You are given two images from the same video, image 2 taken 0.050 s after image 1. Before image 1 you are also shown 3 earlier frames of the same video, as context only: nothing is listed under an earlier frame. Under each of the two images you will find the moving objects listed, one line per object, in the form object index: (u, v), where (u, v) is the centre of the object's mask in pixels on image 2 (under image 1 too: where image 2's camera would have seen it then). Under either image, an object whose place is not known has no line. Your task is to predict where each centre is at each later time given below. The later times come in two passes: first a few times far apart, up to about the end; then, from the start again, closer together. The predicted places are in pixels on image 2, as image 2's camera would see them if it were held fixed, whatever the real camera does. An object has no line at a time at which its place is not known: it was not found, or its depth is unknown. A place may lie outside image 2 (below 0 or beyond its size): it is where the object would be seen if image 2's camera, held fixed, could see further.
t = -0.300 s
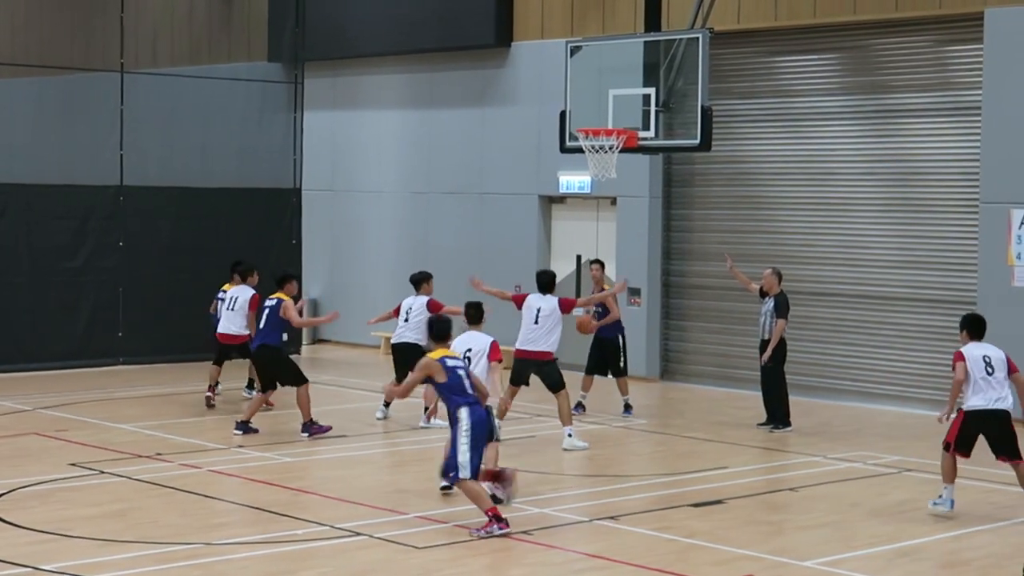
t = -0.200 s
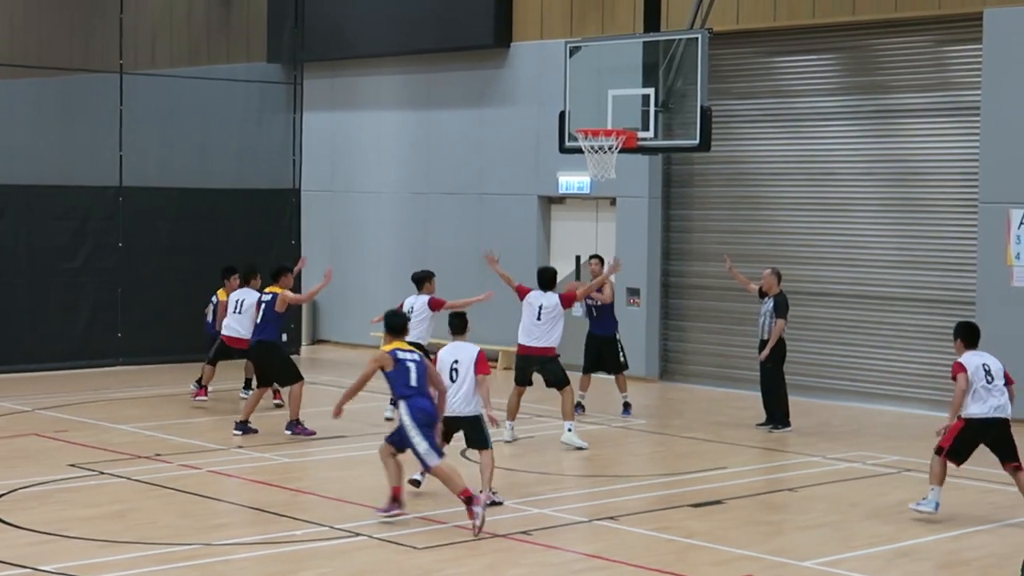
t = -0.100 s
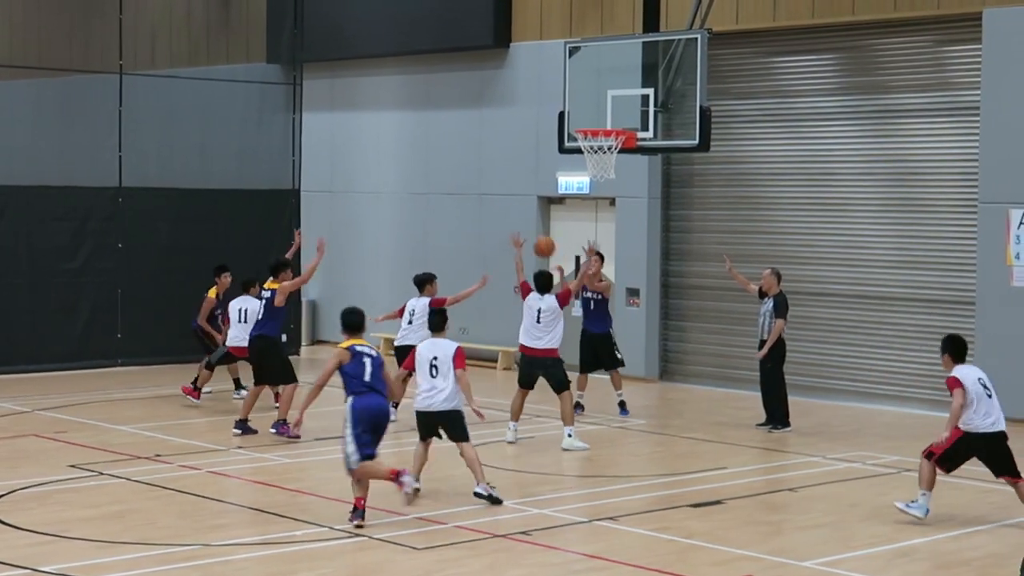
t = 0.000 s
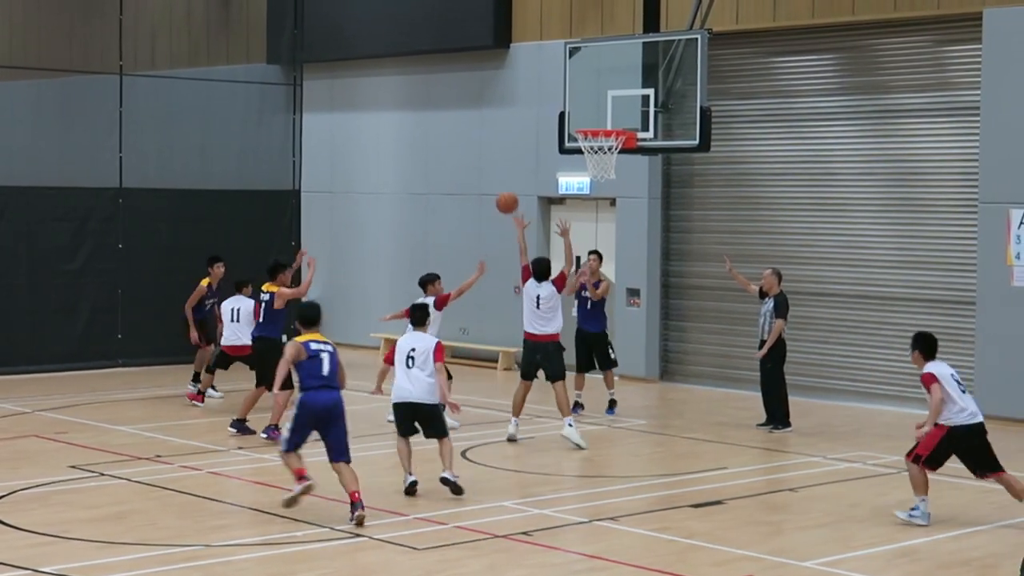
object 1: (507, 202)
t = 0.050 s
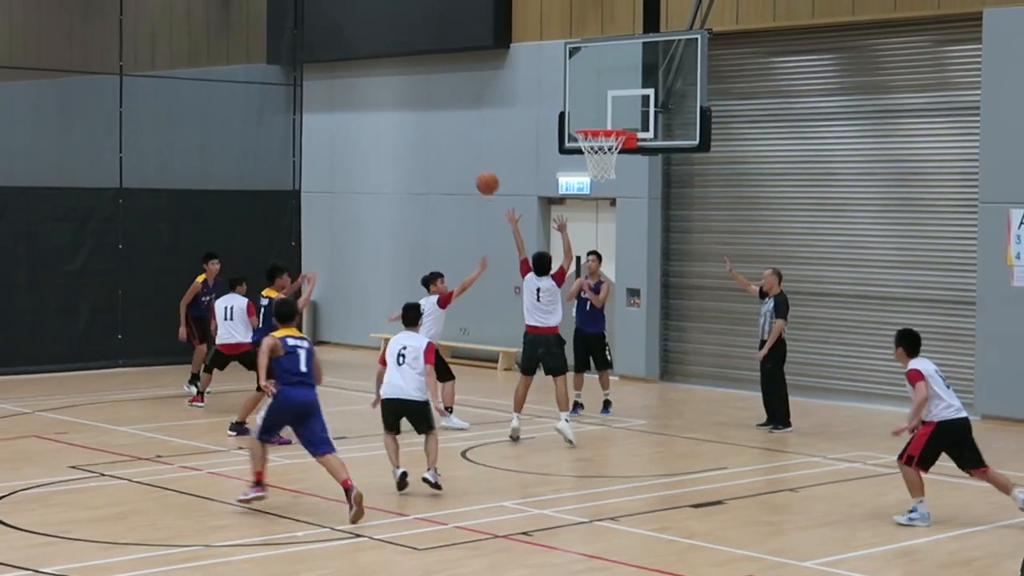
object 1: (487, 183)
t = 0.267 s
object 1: (396, 121)
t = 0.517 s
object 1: (278, 102)
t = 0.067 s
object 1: (480, 177)
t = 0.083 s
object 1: (474, 171)
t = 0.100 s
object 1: (467, 165)
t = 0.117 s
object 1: (460, 160)
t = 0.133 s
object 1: (453, 155)
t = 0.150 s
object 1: (446, 150)
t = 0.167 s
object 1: (439, 145)
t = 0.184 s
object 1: (432, 140)
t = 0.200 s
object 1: (425, 136)
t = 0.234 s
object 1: (410, 128)
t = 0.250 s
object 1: (403, 124)
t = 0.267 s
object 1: (396, 121)
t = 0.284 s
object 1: (388, 117)
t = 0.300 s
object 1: (380, 115)
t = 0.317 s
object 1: (373, 112)
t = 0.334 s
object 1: (365, 110)
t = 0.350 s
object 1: (358, 108)
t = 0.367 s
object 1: (351, 106)
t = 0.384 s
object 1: (343, 104)
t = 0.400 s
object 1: (336, 103)
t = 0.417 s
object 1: (327, 102)
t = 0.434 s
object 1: (319, 101)
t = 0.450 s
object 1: (312, 101)
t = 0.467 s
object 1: (304, 101)
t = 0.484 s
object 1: (296, 101)
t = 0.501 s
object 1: (287, 101)
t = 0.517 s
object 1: (278, 102)
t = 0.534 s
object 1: (270, 103)
